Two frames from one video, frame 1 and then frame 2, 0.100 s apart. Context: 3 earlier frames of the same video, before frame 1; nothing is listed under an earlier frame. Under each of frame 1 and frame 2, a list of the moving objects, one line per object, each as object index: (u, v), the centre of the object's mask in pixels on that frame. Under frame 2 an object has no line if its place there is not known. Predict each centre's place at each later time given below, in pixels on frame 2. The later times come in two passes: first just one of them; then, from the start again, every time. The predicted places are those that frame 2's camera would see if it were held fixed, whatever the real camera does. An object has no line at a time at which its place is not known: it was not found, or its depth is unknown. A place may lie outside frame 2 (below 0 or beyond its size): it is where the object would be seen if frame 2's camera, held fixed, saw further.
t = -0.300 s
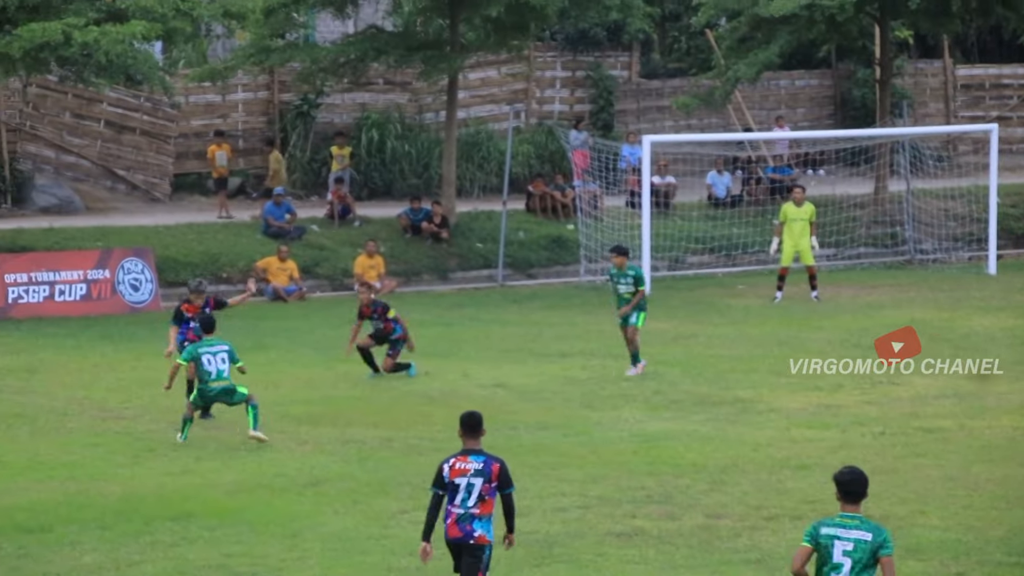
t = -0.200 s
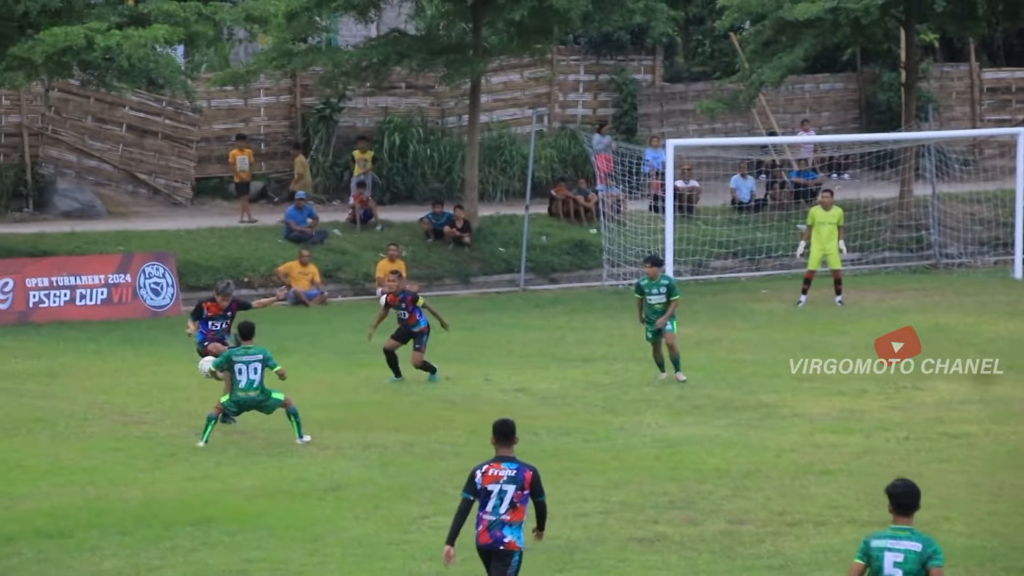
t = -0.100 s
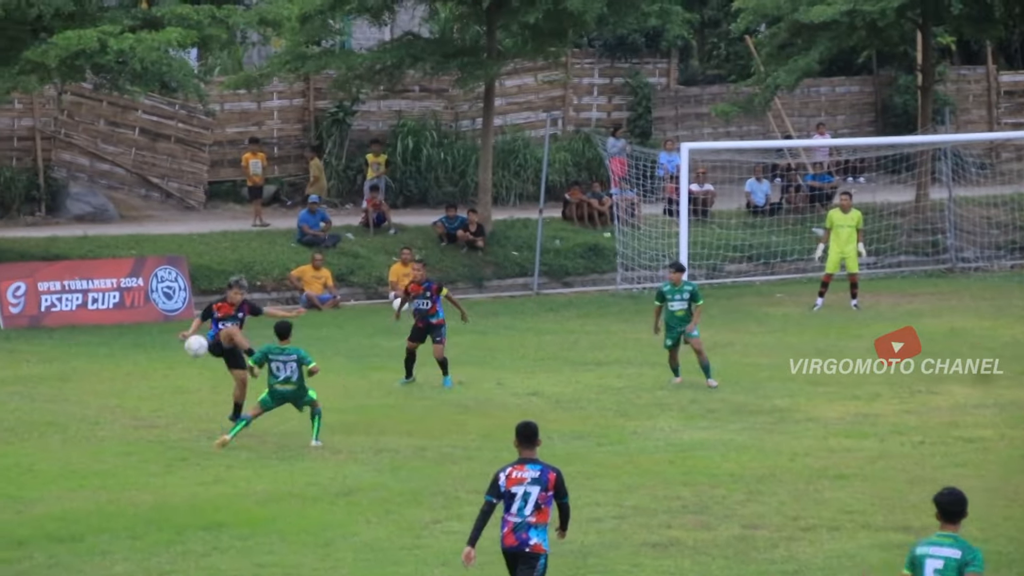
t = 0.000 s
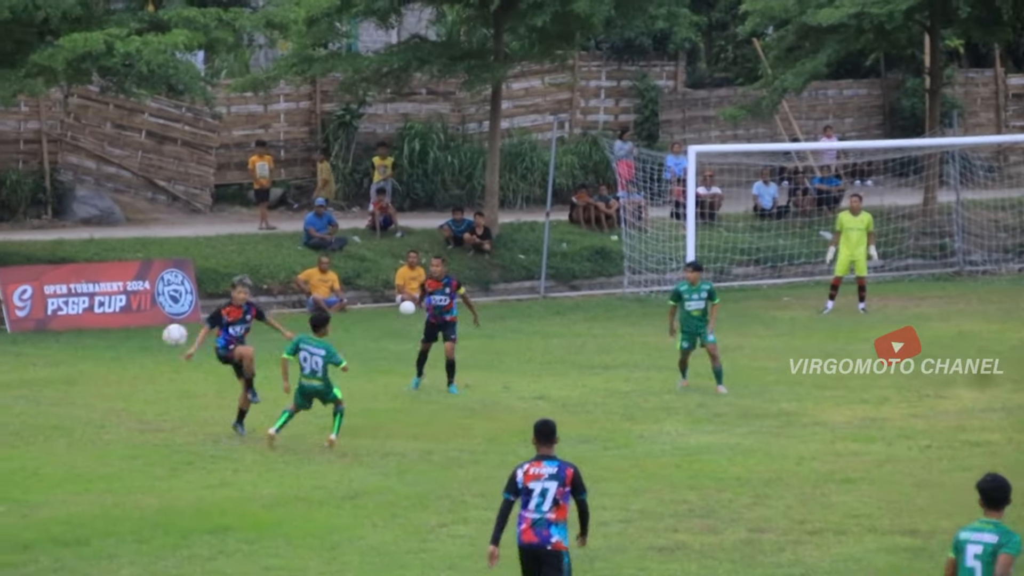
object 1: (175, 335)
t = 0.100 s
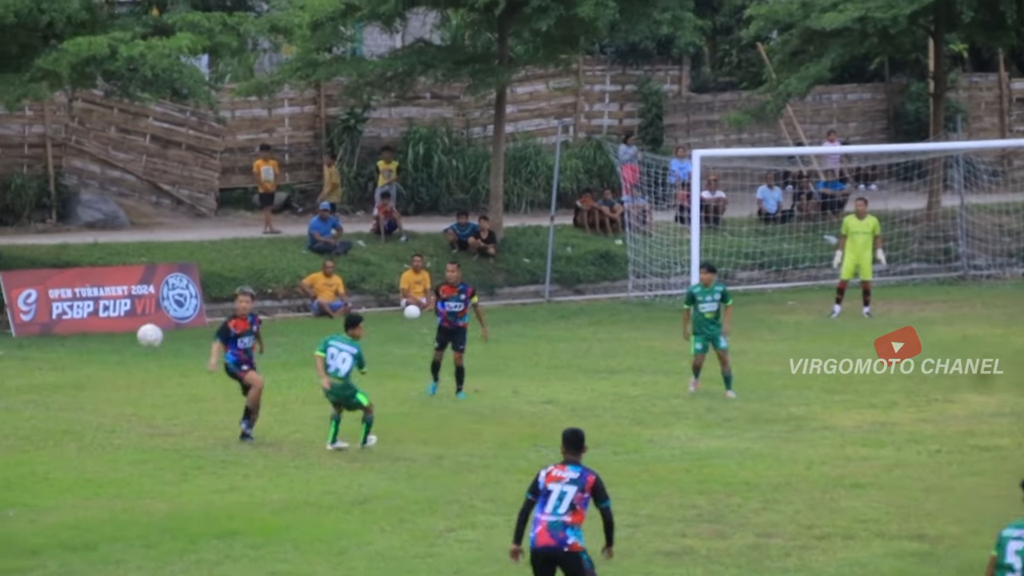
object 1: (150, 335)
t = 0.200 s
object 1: (117, 342)
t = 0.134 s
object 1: (139, 336)
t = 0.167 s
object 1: (128, 339)
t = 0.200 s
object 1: (117, 342)
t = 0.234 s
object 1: (105, 348)
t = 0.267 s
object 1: (94, 355)
